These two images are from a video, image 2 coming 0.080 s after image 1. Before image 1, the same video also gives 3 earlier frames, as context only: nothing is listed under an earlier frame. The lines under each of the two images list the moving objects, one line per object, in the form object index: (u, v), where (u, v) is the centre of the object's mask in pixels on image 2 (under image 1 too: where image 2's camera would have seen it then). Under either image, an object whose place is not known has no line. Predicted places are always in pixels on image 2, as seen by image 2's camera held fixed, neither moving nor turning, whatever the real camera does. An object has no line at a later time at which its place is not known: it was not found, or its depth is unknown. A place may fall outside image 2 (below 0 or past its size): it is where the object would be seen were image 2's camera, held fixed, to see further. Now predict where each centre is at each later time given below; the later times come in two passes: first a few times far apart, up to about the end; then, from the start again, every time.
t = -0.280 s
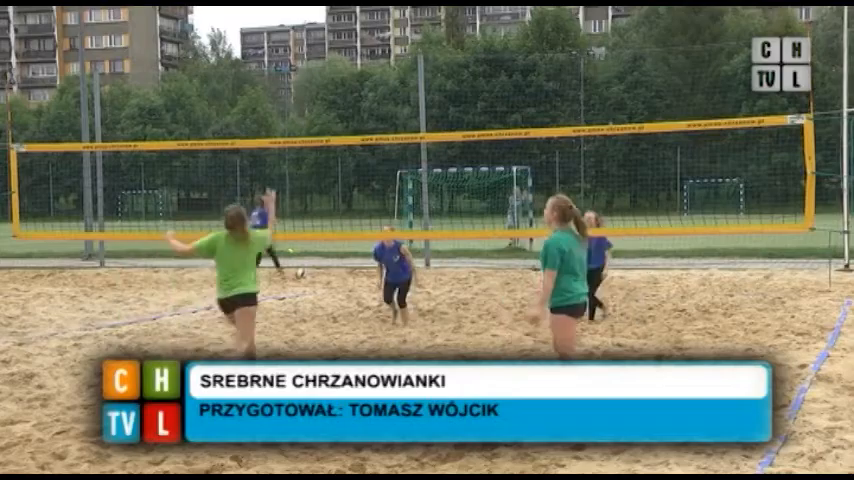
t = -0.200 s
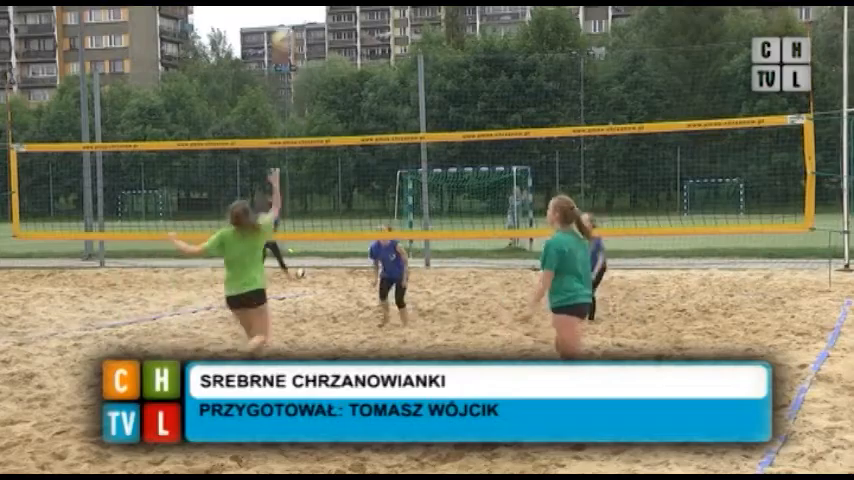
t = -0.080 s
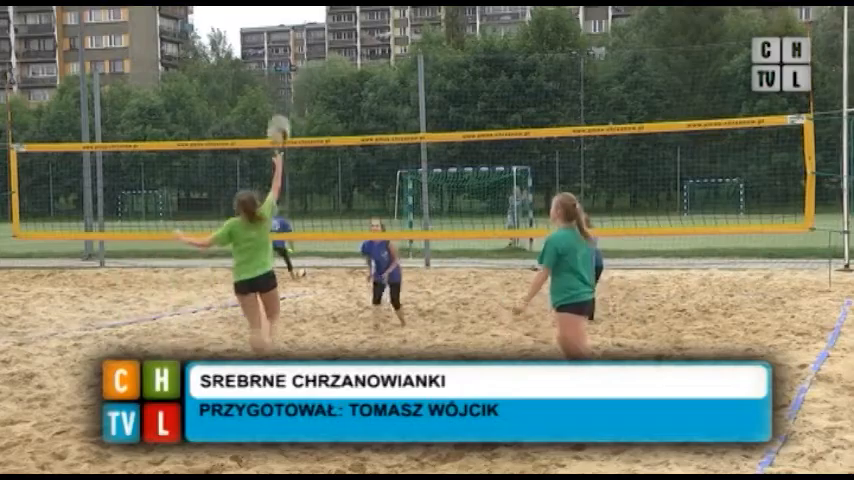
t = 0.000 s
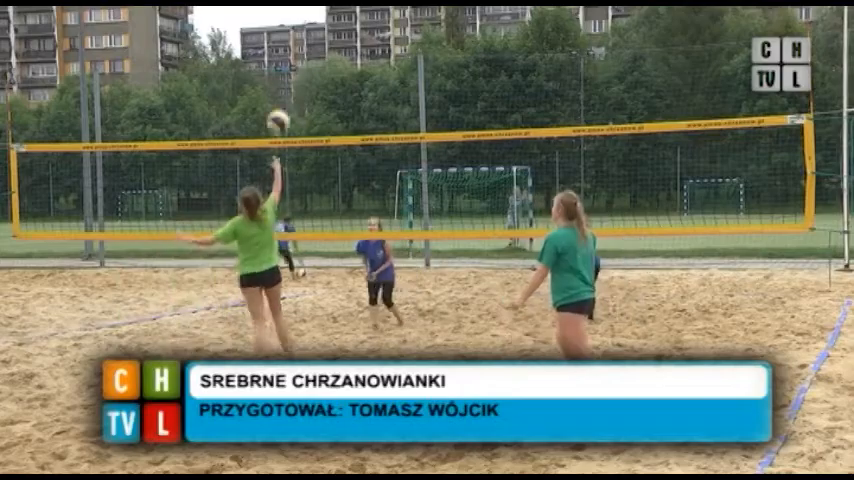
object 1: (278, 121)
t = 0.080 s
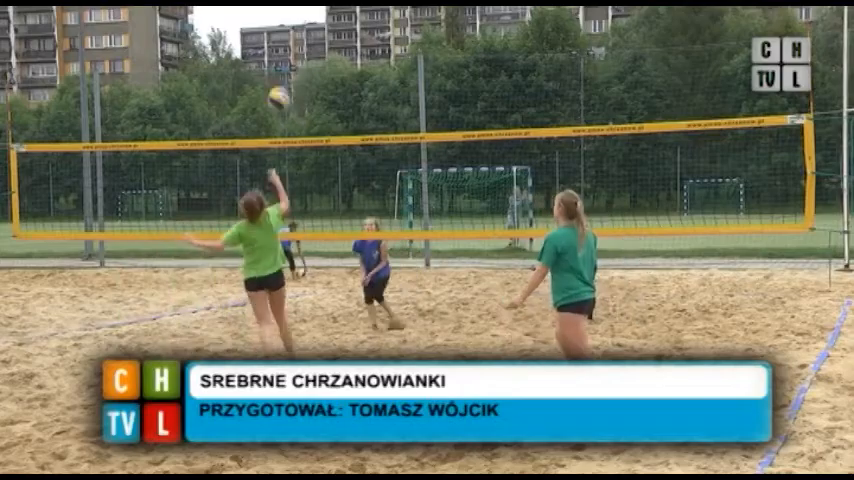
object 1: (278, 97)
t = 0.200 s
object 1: (281, 77)
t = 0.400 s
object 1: (281, 72)
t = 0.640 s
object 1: (284, 114)
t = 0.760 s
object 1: (286, 151)
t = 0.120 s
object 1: (279, 89)
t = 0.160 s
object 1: (280, 82)
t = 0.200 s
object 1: (281, 77)
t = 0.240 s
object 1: (280, 73)
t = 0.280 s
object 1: (280, 71)
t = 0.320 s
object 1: (281, 70)
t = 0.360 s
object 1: (280, 69)
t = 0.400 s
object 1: (281, 72)
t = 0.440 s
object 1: (281, 76)
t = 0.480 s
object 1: (281, 82)
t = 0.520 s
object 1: (283, 89)
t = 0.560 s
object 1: (283, 95)
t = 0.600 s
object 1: (284, 104)
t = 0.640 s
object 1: (284, 114)
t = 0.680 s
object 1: (285, 123)
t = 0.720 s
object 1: (285, 131)
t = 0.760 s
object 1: (286, 151)
